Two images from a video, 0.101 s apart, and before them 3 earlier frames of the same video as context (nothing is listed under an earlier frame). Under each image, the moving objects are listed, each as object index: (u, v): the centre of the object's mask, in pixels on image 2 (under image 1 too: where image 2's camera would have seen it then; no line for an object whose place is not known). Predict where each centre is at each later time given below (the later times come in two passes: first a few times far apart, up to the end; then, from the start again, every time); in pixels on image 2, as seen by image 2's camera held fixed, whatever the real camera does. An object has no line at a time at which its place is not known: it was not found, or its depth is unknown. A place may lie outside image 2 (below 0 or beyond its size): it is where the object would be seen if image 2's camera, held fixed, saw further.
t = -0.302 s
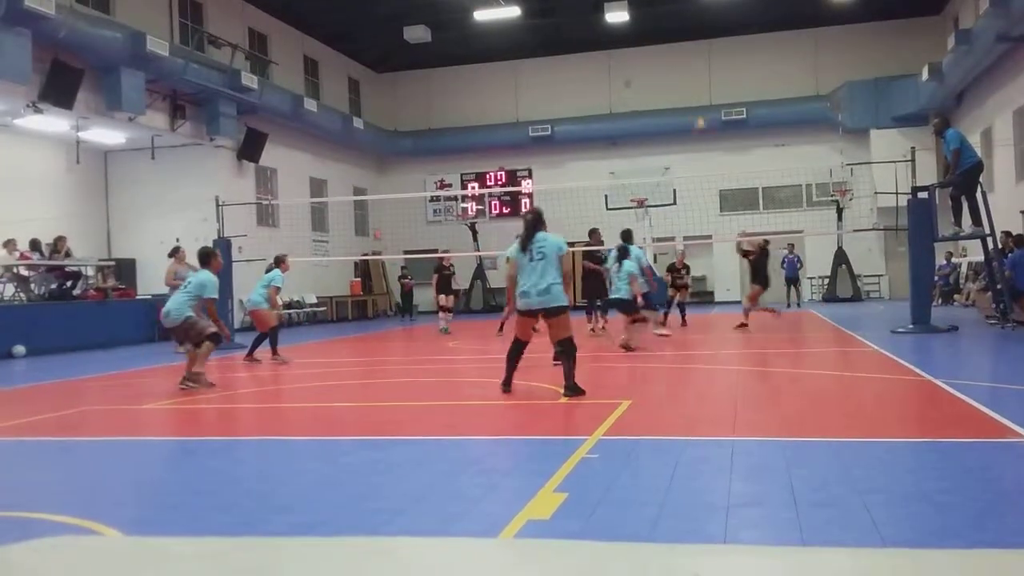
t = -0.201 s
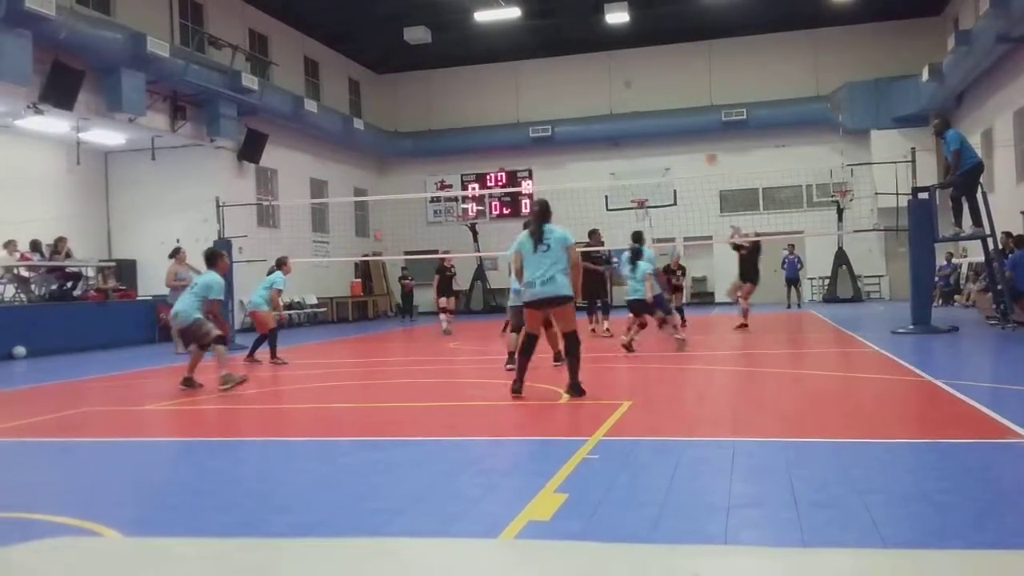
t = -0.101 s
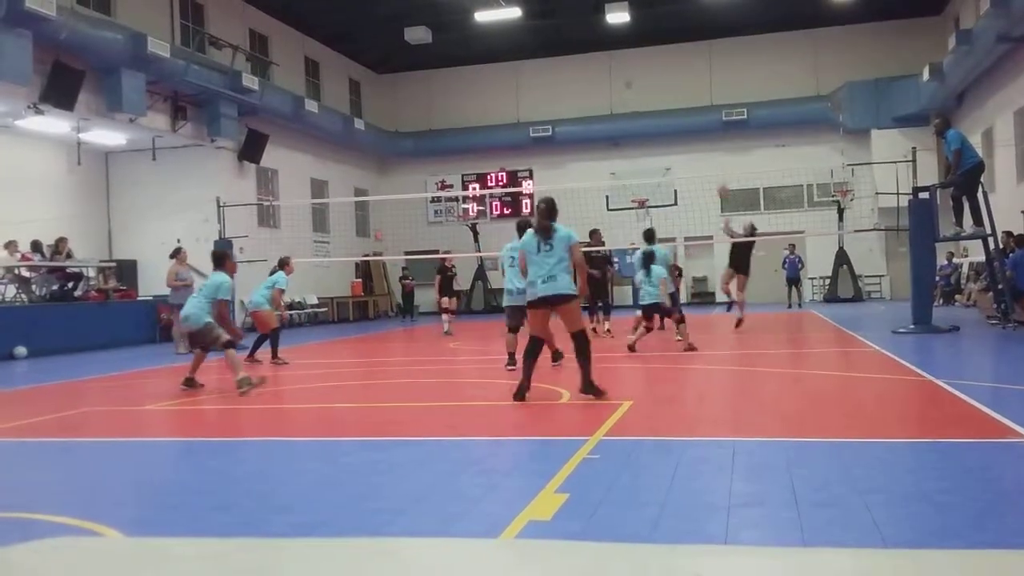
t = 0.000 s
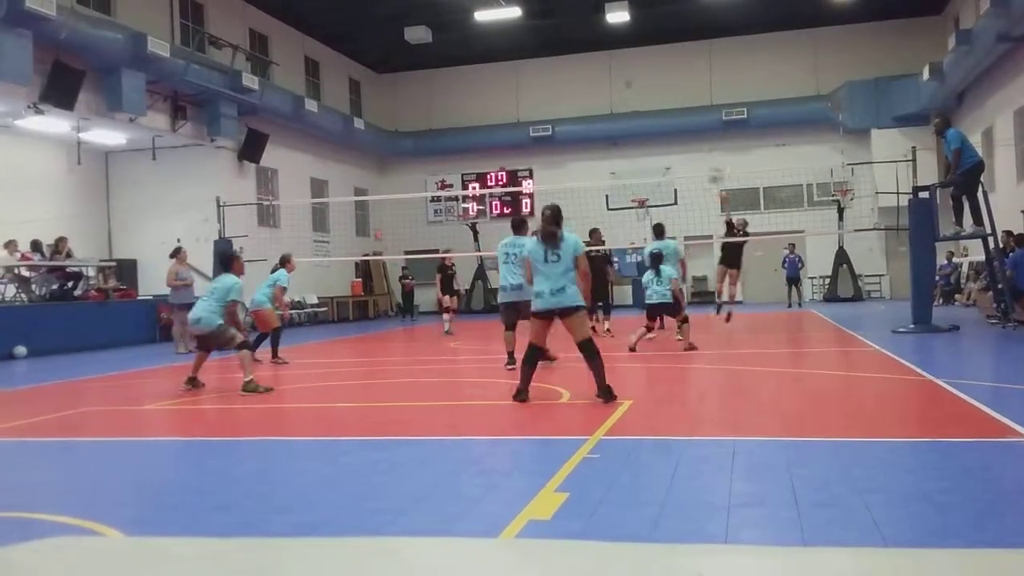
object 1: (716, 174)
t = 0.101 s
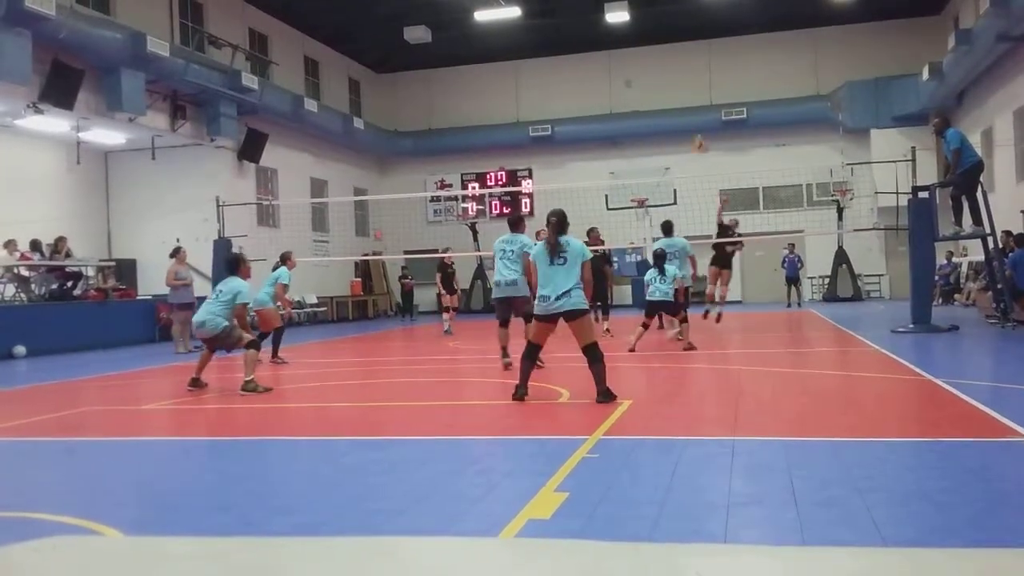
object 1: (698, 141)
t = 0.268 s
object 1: (671, 102)
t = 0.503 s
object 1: (630, 76)
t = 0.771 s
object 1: (587, 88)
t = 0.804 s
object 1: (582, 97)
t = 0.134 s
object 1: (697, 133)
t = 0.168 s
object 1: (687, 122)
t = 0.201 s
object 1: (684, 115)
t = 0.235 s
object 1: (679, 108)
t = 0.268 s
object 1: (671, 102)
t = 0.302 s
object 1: (668, 94)
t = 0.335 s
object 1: (663, 88)
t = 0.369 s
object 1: (658, 84)
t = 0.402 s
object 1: (653, 83)
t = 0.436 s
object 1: (646, 77)
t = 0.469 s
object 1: (642, 74)
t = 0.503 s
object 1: (630, 76)
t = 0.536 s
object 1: (631, 71)
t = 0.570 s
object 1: (624, 72)
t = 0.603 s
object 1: (618, 72)
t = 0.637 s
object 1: (612, 74)
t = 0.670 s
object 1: (604, 74)
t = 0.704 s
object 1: (600, 80)
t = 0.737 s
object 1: (593, 84)
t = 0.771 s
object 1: (587, 88)
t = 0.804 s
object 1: (582, 97)
